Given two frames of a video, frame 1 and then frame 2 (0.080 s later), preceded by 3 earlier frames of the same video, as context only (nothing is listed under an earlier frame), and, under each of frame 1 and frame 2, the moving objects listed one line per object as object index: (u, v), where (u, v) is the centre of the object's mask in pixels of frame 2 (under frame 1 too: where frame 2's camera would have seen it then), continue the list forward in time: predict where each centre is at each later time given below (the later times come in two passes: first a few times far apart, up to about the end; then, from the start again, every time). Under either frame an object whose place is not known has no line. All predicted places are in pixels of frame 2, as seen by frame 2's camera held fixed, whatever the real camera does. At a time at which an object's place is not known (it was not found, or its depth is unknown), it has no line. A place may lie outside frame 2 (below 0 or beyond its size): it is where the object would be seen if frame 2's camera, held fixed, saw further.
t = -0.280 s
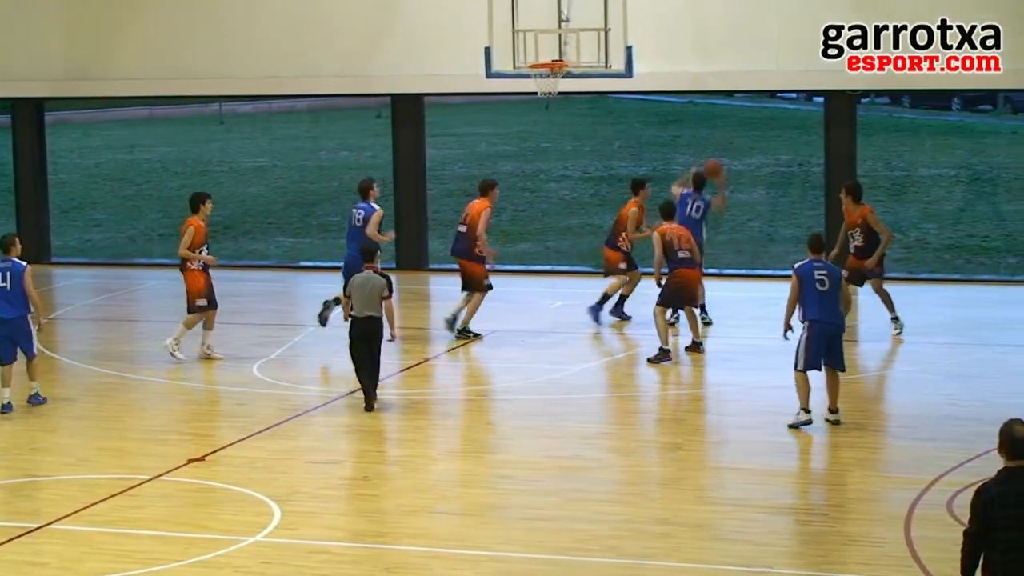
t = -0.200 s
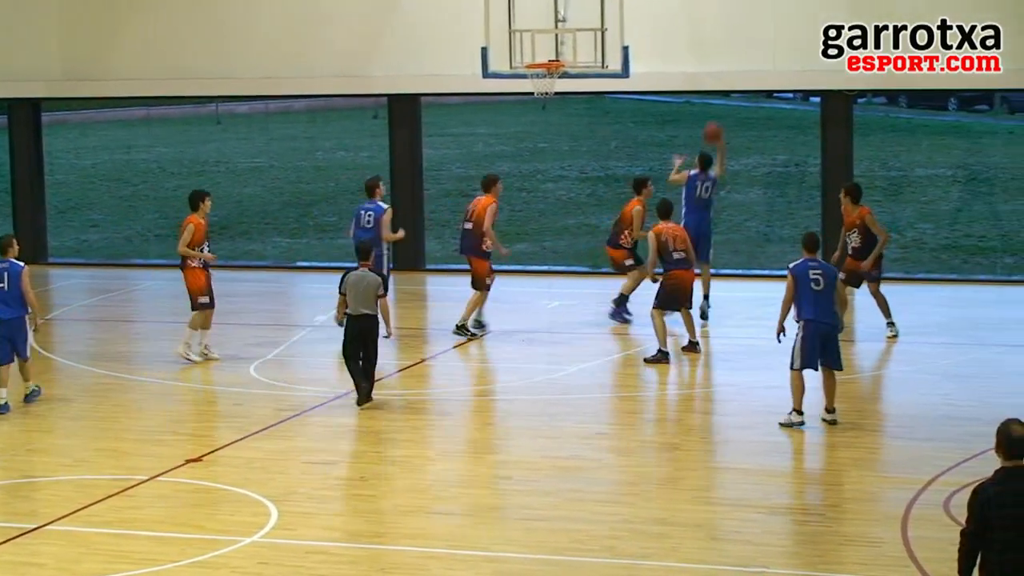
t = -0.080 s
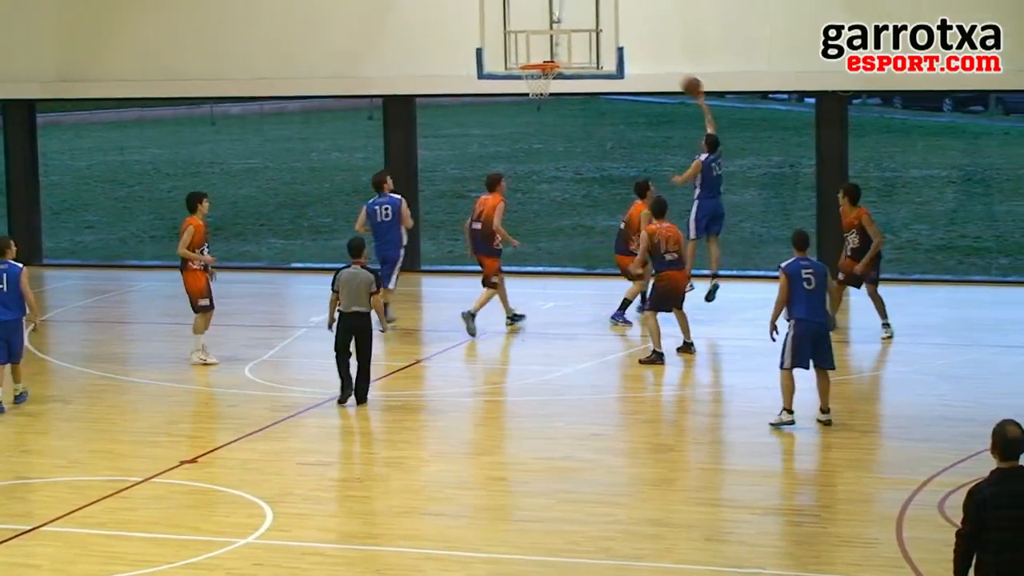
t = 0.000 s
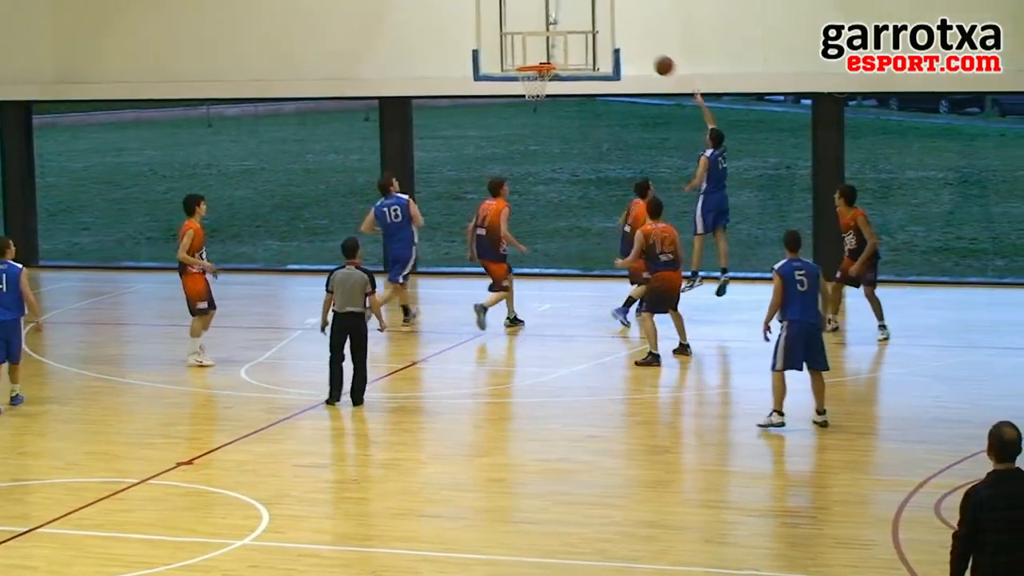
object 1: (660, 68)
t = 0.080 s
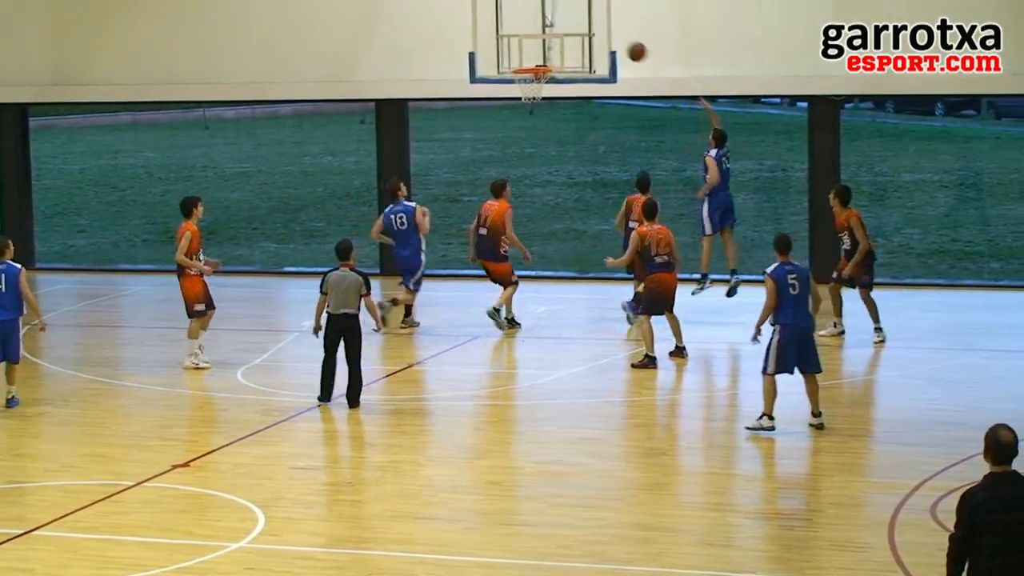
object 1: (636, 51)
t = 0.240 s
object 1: (591, 34)
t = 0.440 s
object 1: (547, 45)
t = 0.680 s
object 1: (539, 79)
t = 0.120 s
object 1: (625, 45)
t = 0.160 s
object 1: (614, 39)
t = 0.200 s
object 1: (603, 36)
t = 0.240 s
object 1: (591, 34)
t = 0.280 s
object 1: (581, 32)
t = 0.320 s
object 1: (573, 34)
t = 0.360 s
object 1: (564, 36)
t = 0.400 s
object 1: (555, 40)
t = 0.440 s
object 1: (547, 45)
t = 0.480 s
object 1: (538, 52)
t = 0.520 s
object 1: (529, 60)
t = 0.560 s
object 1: (524, 65)
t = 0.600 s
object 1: (530, 67)
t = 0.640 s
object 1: (538, 73)
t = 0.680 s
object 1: (539, 79)
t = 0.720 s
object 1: (537, 82)
